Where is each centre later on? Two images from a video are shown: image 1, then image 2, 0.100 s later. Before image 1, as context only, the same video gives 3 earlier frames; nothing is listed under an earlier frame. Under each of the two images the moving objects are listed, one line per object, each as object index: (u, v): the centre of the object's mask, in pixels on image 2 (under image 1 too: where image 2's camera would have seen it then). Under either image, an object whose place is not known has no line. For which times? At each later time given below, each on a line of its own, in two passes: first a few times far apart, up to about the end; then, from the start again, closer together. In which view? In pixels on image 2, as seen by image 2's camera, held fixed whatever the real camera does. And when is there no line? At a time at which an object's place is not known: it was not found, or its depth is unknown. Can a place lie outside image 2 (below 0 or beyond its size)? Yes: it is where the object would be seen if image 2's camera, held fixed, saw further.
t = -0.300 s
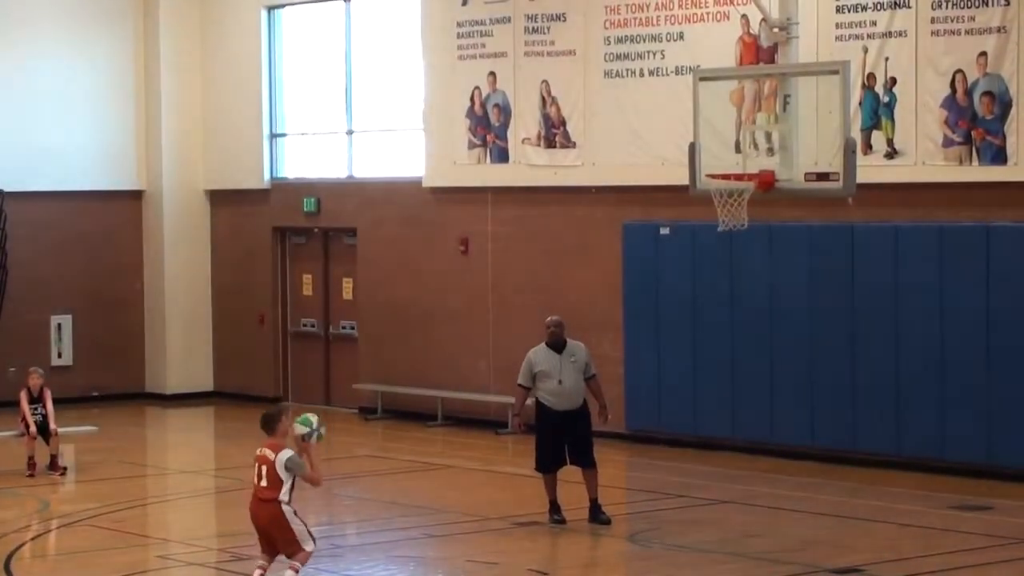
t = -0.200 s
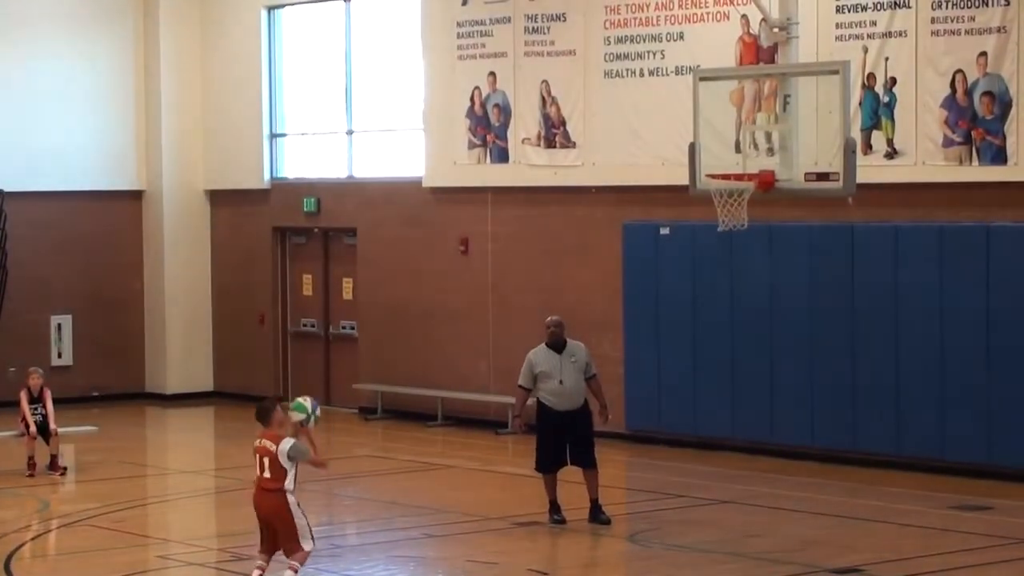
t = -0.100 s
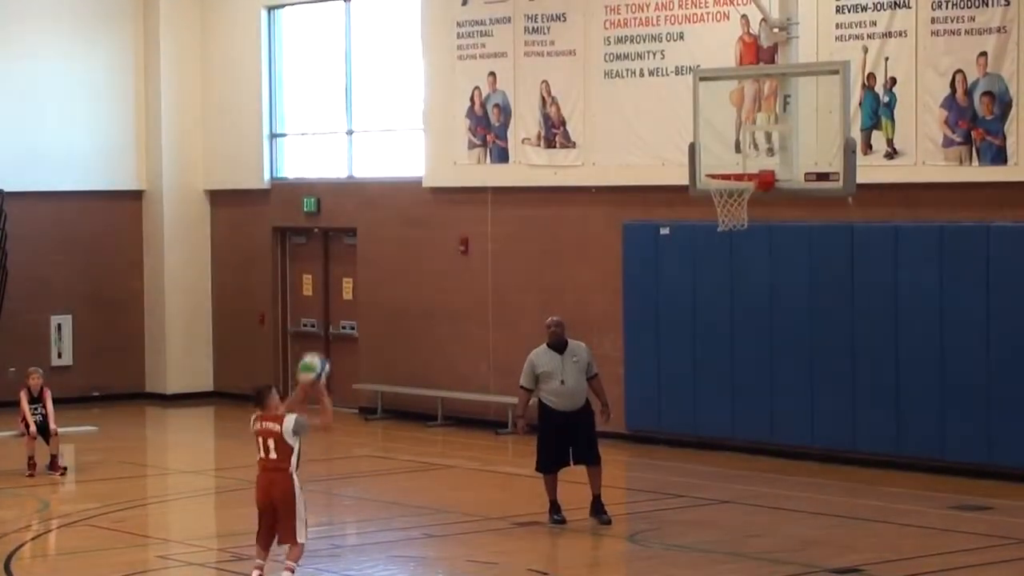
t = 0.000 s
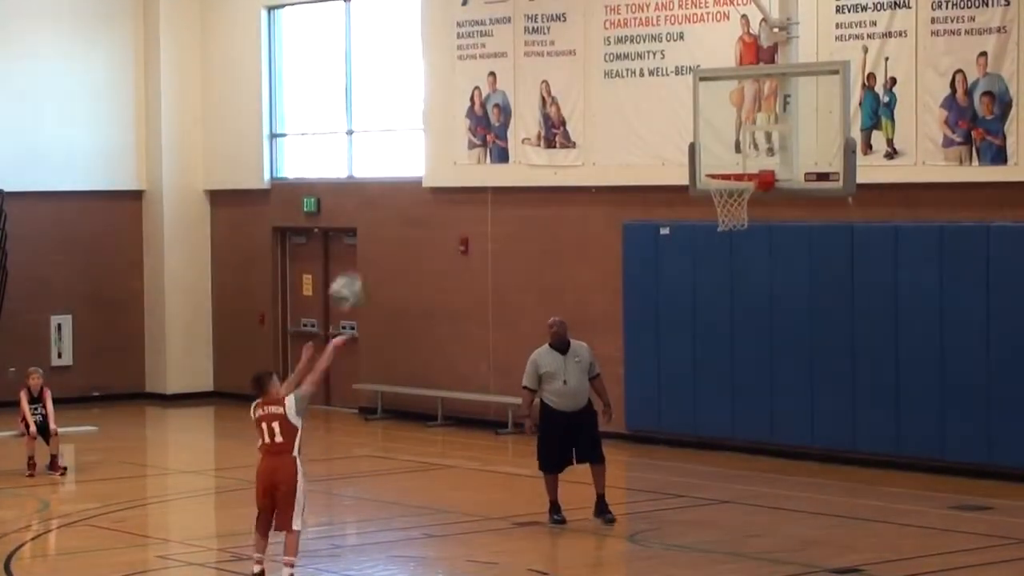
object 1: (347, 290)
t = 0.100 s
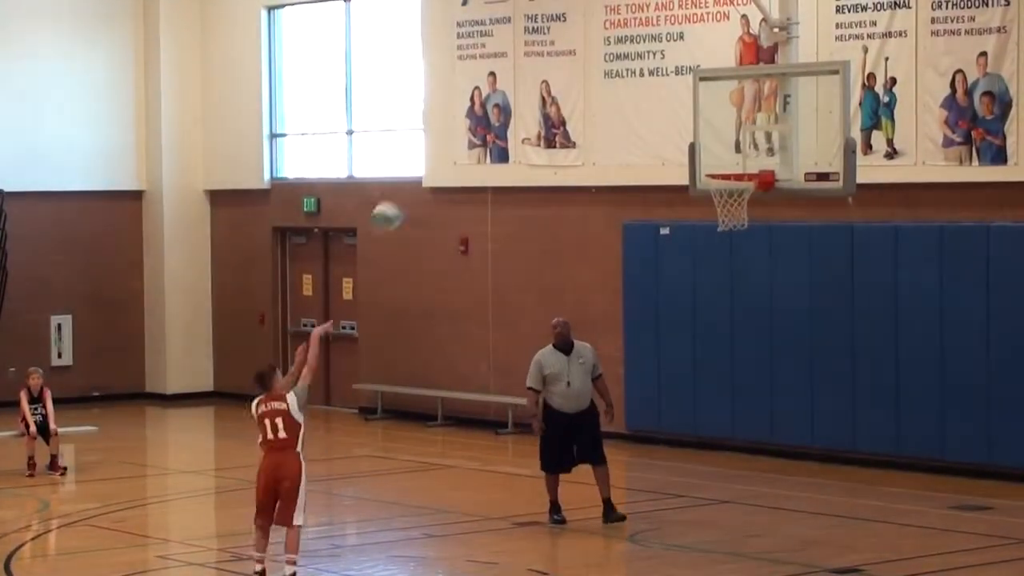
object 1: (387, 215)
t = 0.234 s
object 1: (441, 144)
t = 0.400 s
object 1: (503, 84)
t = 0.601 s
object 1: (576, 60)
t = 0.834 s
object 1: (658, 94)
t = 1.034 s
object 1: (721, 158)
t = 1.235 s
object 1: (739, 126)
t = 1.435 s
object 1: (727, 132)
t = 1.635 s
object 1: (722, 154)
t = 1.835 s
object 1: (730, 160)
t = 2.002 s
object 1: (735, 169)
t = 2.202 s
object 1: (742, 234)
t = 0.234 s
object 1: (441, 144)
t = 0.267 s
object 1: (453, 129)
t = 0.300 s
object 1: (464, 115)
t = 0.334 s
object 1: (476, 103)
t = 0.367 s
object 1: (490, 94)
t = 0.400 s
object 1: (503, 84)
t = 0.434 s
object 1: (516, 77)
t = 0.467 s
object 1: (528, 71)
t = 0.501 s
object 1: (540, 65)
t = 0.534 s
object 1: (553, 63)
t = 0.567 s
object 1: (564, 60)
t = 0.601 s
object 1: (576, 60)
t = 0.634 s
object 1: (588, 62)
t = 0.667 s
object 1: (600, 63)
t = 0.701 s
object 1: (612, 67)
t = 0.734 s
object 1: (624, 71)
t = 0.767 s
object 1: (635, 78)
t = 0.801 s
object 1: (647, 86)
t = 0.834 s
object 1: (658, 94)
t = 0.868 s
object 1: (669, 103)
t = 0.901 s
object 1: (680, 115)
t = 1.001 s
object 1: (713, 155)
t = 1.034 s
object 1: (721, 158)
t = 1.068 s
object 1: (728, 150)
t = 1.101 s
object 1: (733, 143)
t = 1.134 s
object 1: (740, 138)
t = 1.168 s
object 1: (745, 134)
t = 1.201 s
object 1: (743, 128)
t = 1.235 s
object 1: (739, 126)
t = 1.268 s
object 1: (740, 123)
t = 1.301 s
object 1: (737, 123)
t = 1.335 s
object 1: (735, 123)
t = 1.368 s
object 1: (733, 125)
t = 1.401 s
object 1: (730, 127)
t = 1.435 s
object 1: (727, 132)
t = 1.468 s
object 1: (725, 137)
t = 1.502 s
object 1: (723, 144)
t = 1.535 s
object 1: (721, 152)
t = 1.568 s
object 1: (720, 159)
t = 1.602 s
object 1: (721, 156)
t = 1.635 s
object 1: (722, 154)
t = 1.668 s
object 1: (723, 153)
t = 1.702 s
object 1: (725, 153)
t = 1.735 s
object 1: (726, 155)
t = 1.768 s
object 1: (728, 157)
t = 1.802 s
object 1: (728, 160)
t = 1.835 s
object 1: (730, 160)
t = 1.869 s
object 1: (732, 160)
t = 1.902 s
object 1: (733, 162)
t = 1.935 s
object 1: (735, 164)
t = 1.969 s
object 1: (737, 166)
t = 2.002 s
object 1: (735, 169)
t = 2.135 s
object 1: (744, 207)
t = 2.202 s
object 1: (742, 234)
